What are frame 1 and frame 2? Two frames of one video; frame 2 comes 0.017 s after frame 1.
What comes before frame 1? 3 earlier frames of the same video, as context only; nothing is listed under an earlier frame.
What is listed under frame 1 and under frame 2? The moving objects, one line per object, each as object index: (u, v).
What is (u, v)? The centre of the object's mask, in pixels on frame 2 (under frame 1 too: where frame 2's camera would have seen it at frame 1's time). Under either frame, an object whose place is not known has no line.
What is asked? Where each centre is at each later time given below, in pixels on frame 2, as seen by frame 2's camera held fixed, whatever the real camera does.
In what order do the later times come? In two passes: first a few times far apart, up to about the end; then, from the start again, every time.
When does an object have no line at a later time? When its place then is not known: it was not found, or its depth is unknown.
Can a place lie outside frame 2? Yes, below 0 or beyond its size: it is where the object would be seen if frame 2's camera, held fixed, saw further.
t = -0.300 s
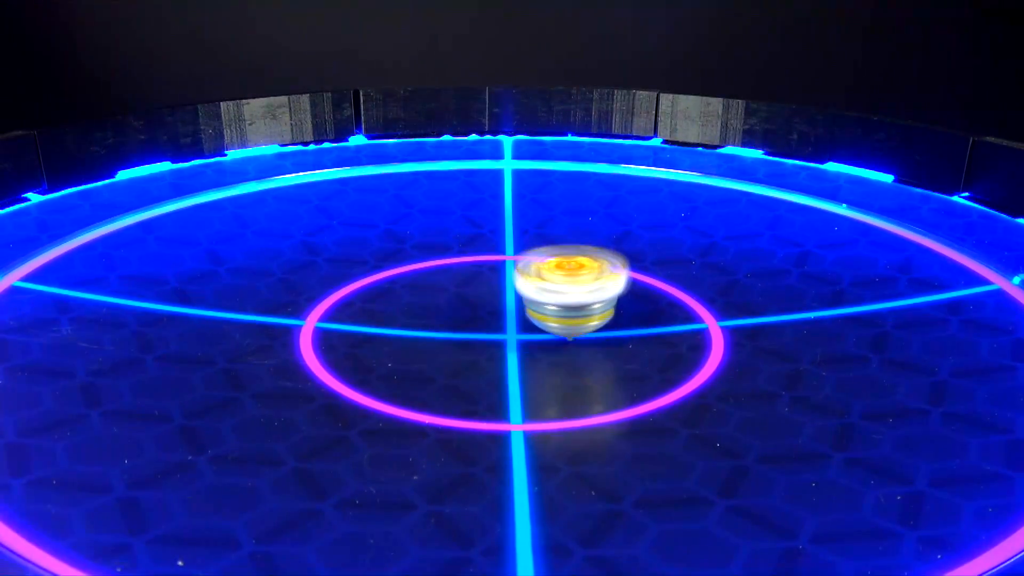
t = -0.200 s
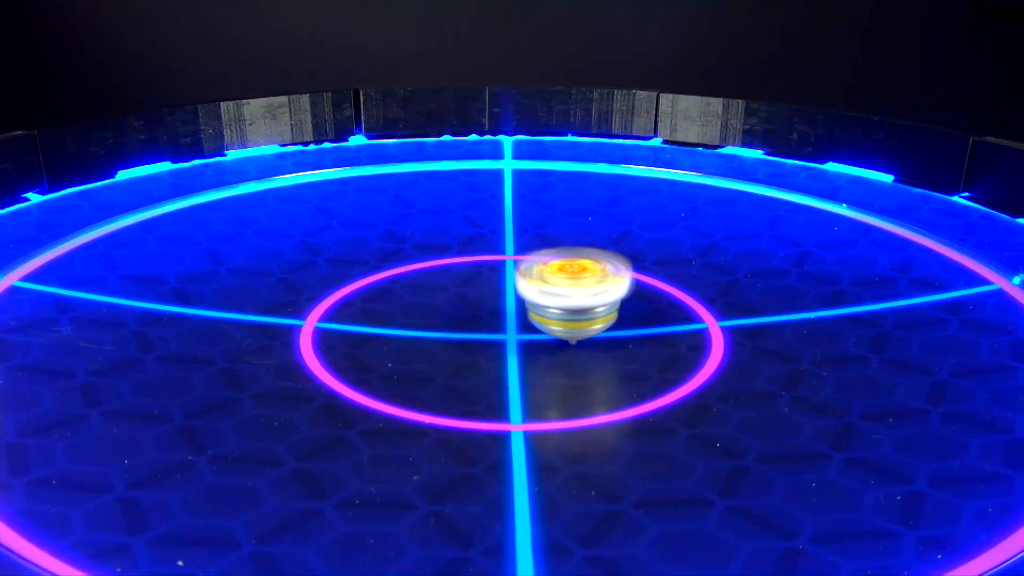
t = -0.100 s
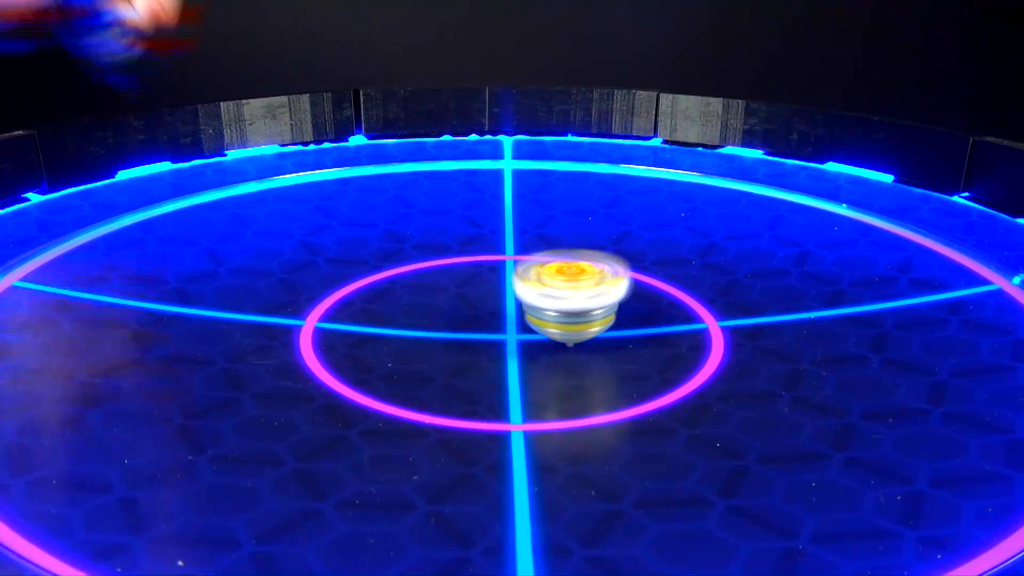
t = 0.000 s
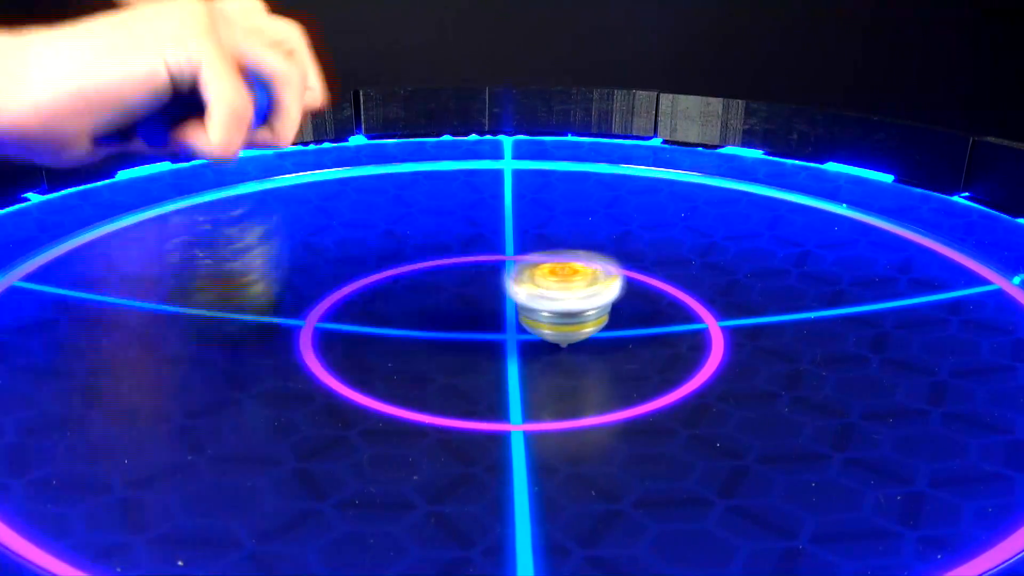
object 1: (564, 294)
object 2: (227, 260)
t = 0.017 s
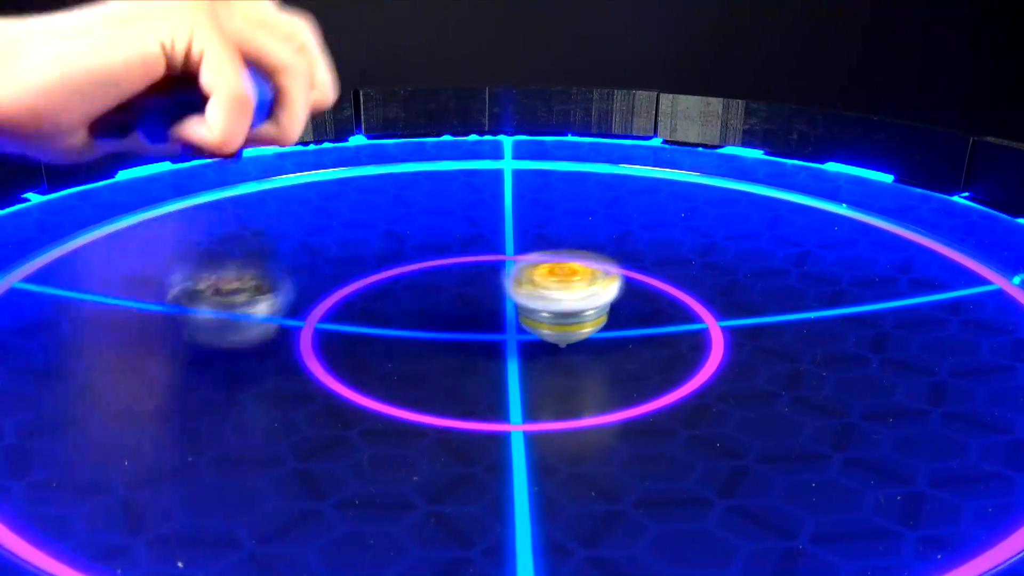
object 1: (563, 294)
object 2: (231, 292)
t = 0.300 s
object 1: (537, 292)
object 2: (641, 417)
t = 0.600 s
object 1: (522, 291)
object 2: (966, 345)
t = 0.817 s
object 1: (526, 293)
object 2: (842, 208)
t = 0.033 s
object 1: (562, 294)
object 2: (239, 275)
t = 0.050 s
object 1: (560, 293)
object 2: (243, 265)
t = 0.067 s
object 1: (558, 293)
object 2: (258, 242)
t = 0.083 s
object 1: (556, 293)
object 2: (267, 236)
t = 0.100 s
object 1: (554, 293)
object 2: (283, 230)
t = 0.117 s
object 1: (553, 293)
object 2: (297, 230)
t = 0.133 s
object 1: (550, 293)
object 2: (315, 240)
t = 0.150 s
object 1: (549, 293)
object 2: (331, 253)
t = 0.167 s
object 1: (547, 293)
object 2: (355, 281)
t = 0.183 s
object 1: (546, 293)
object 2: (377, 315)
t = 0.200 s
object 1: (545, 293)
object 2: (408, 373)
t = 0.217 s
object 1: (544, 293)
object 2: (425, 433)
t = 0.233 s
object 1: (542, 293)
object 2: (463, 475)
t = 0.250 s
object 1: (541, 293)
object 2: (499, 452)
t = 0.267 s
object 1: (539, 293)
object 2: (544, 428)
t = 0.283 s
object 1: (538, 293)
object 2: (589, 417)
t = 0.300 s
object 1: (537, 292)
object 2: (641, 417)
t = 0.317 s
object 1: (536, 292)
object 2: (684, 424)
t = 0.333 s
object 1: (535, 292)
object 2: (737, 445)
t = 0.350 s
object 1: (534, 292)
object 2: (789, 474)
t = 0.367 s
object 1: (533, 292)
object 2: (830, 497)
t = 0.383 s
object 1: (532, 292)
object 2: (872, 510)
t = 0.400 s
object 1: (531, 292)
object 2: (894, 495)
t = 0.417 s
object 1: (530, 291)
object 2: (910, 483)
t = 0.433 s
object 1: (529, 291)
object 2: (922, 475)
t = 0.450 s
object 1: (527, 291)
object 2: (930, 471)
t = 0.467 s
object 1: (526, 291)
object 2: (940, 454)
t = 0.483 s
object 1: (525, 291)
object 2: (947, 443)
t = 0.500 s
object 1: (524, 291)
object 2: (953, 428)
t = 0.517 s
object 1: (524, 291)
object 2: (956, 415)
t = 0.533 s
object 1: (523, 291)
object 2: (960, 399)
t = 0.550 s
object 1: (523, 291)
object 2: (962, 385)
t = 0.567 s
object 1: (523, 291)
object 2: (964, 370)
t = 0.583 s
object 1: (522, 291)
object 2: (965, 359)
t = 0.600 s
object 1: (522, 291)
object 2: (966, 345)
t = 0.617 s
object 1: (522, 291)
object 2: (963, 336)
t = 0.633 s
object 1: (523, 291)
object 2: (960, 321)
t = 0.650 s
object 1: (523, 291)
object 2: (956, 311)
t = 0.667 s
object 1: (523, 292)
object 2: (952, 296)
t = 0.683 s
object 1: (523, 292)
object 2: (946, 286)
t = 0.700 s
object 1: (524, 292)
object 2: (936, 272)
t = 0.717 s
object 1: (524, 292)
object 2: (925, 262)
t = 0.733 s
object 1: (524, 292)
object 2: (914, 251)
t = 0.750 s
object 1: (525, 292)
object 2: (903, 243)
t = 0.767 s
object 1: (525, 293)
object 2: (887, 231)
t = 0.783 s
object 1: (526, 293)
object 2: (875, 225)
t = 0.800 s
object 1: (526, 293)
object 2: (856, 214)
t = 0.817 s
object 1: (526, 293)
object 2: (842, 208)
